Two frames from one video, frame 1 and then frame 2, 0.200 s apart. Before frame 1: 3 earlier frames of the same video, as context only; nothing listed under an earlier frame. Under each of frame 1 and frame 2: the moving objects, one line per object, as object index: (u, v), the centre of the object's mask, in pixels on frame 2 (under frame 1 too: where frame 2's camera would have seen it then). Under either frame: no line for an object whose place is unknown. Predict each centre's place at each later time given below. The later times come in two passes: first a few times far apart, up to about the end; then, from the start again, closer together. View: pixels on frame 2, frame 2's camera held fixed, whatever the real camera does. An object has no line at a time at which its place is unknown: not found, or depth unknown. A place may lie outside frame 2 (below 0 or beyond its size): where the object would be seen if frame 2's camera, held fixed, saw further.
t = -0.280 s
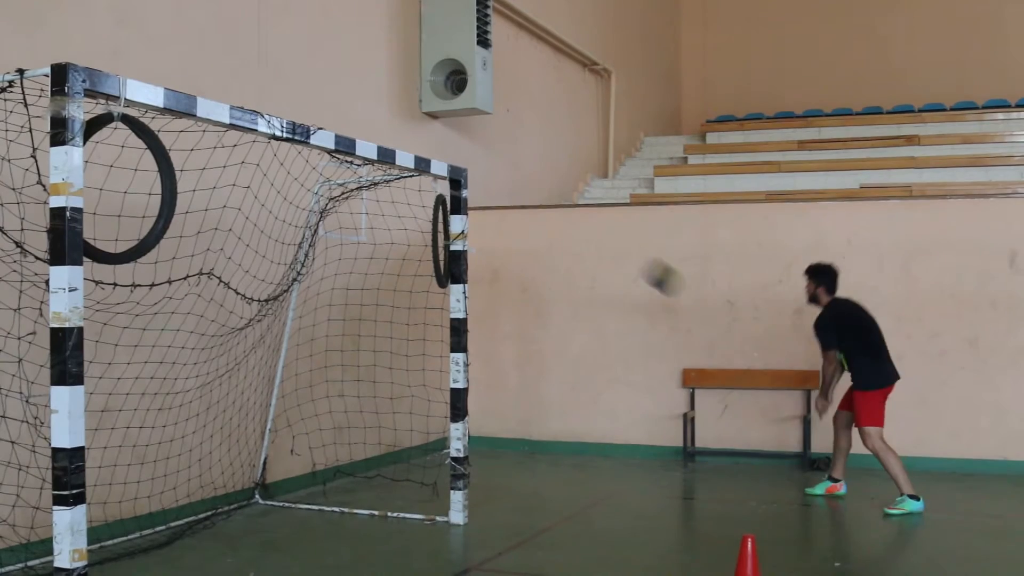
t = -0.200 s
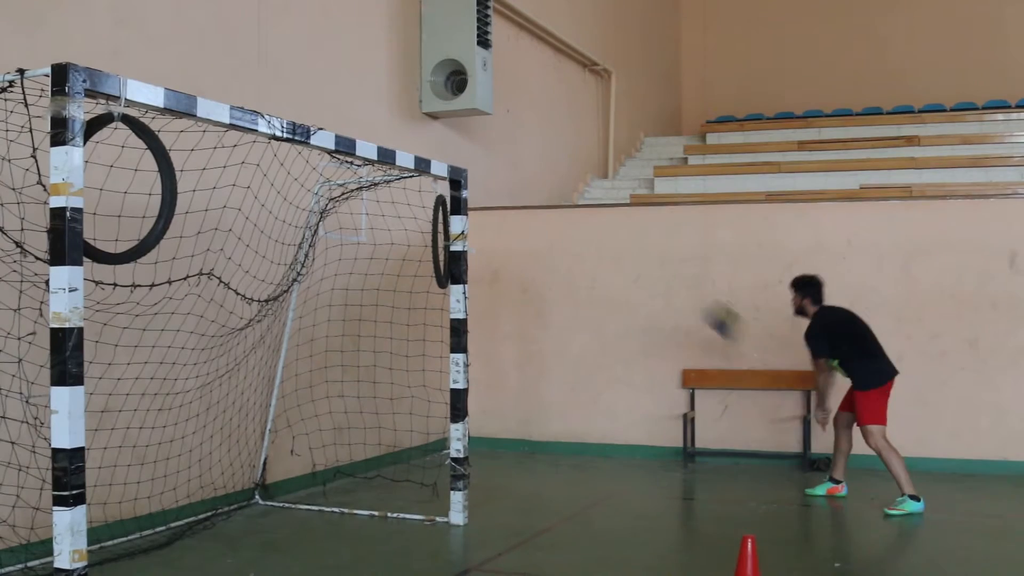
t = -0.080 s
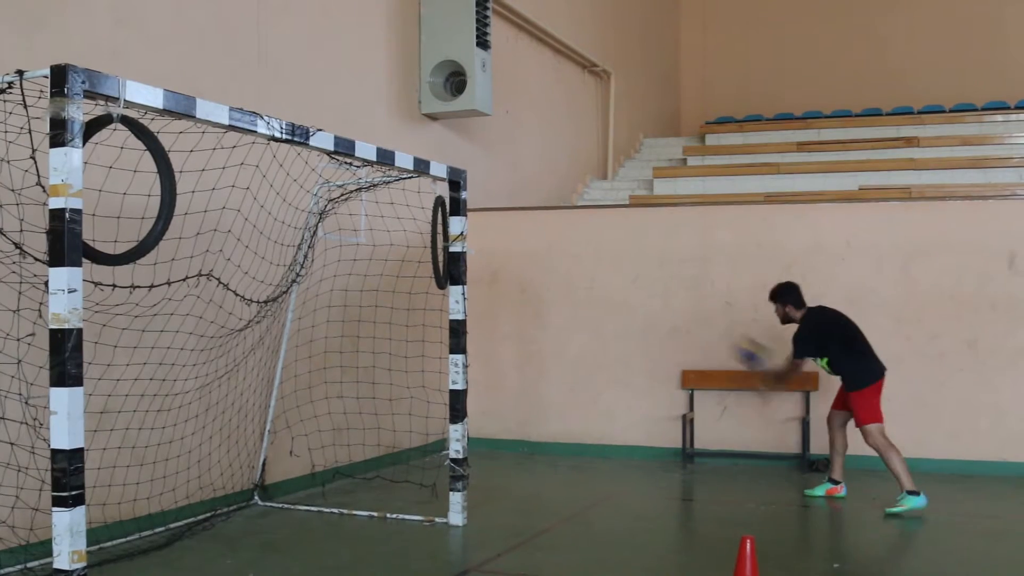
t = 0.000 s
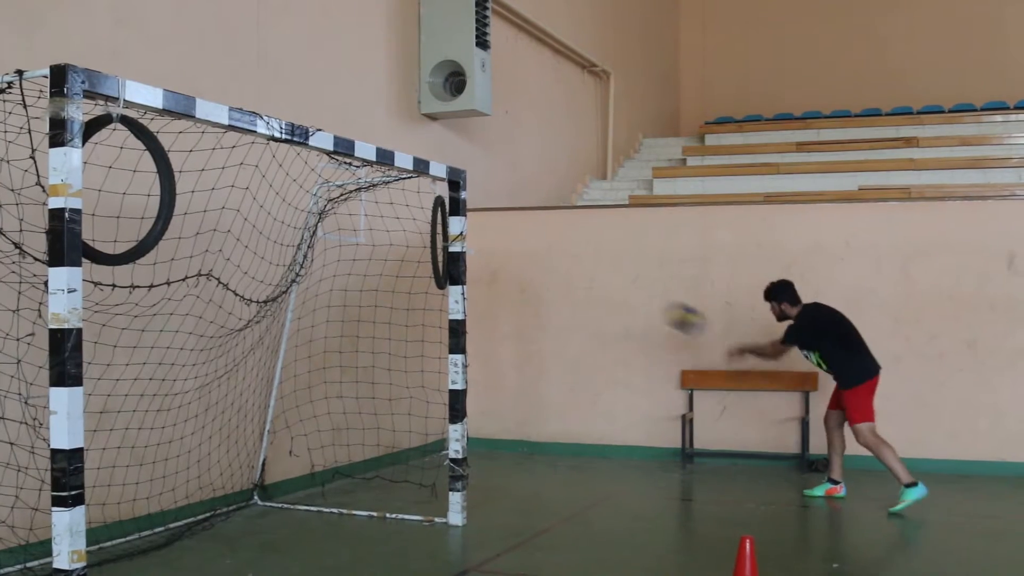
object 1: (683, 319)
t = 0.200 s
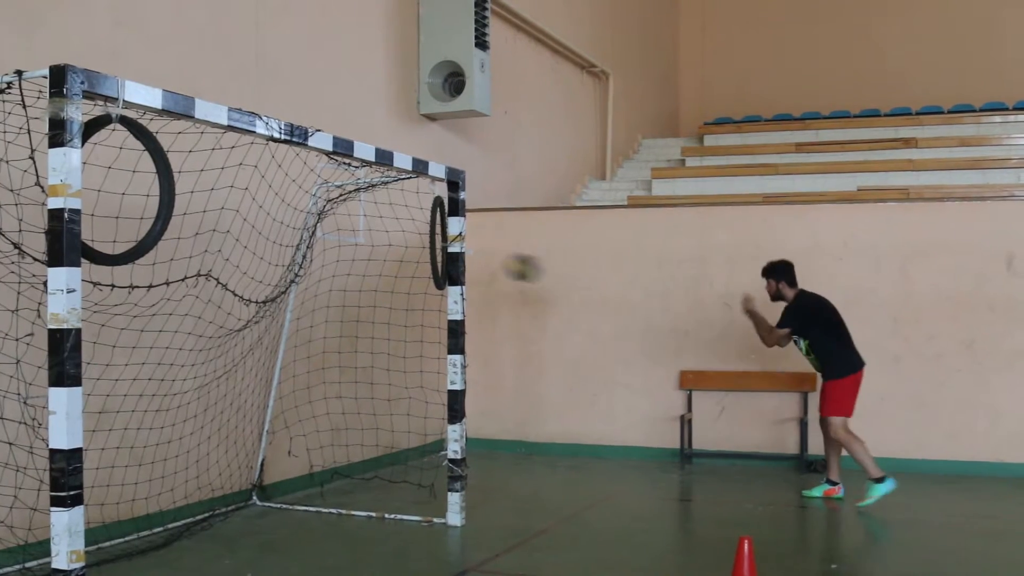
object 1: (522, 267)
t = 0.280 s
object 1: (472, 264)
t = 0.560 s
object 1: (442, 299)
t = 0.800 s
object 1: (597, 401)
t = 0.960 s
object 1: (685, 459)
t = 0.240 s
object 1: (492, 264)
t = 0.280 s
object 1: (472, 264)
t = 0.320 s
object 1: (424, 267)
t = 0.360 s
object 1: (407, 268)
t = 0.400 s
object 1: (379, 274)
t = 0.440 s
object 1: (383, 275)
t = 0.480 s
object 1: (405, 281)
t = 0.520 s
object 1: (425, 289)
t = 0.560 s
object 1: (442, 299)
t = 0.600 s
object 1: (479, 309)
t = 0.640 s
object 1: (501, 323)
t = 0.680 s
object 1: (524, 338)
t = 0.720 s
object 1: (548, 357)
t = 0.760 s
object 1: (573, 378)
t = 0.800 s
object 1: (597, 401)
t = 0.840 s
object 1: (621, 426)
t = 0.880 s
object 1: (647, 456)
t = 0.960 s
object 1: (685, 459)
